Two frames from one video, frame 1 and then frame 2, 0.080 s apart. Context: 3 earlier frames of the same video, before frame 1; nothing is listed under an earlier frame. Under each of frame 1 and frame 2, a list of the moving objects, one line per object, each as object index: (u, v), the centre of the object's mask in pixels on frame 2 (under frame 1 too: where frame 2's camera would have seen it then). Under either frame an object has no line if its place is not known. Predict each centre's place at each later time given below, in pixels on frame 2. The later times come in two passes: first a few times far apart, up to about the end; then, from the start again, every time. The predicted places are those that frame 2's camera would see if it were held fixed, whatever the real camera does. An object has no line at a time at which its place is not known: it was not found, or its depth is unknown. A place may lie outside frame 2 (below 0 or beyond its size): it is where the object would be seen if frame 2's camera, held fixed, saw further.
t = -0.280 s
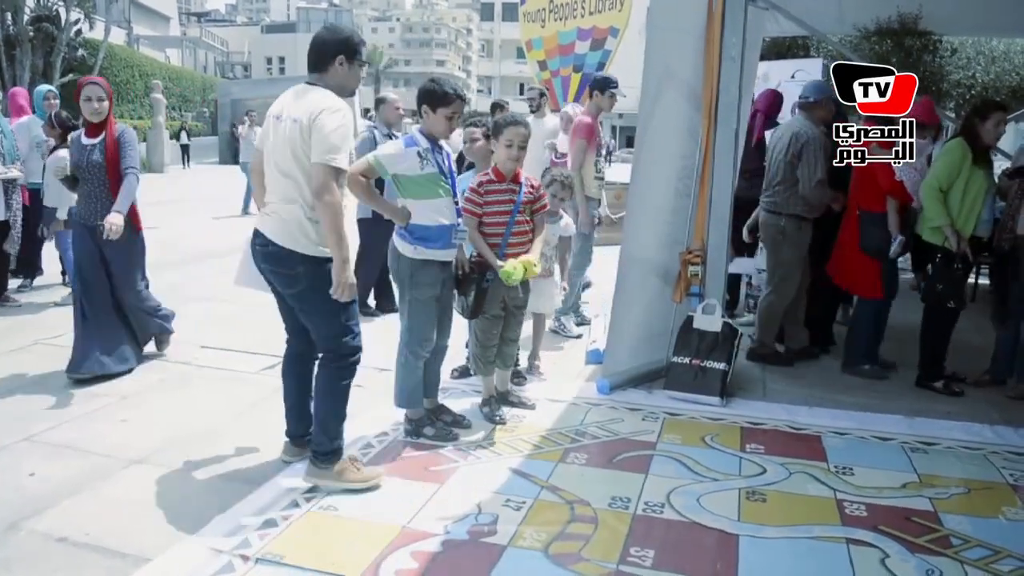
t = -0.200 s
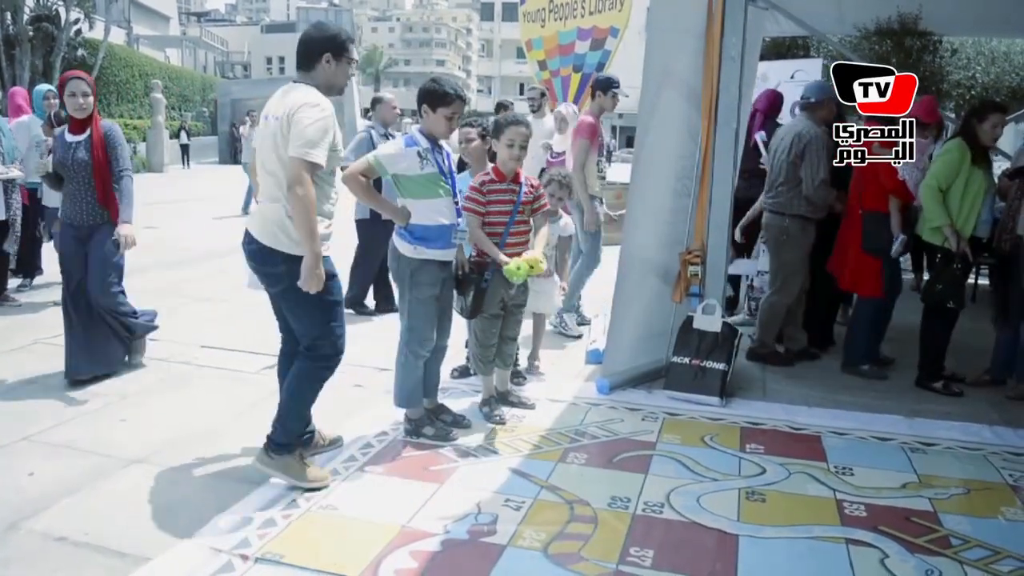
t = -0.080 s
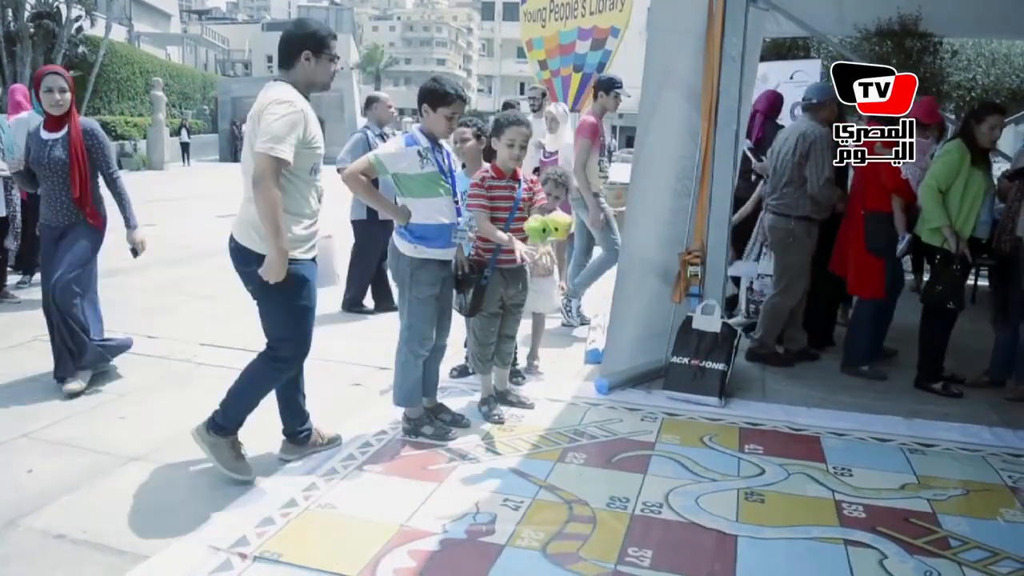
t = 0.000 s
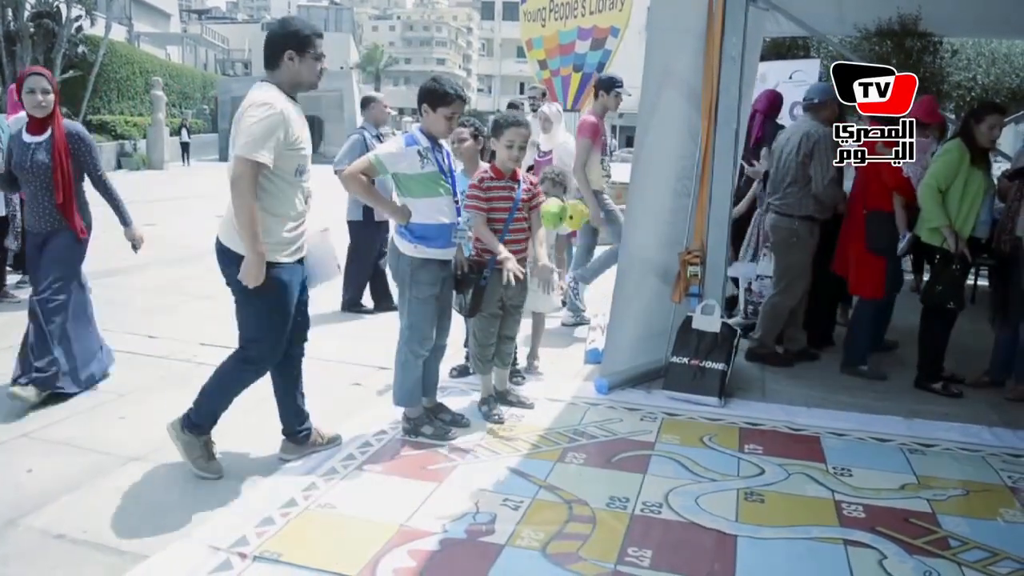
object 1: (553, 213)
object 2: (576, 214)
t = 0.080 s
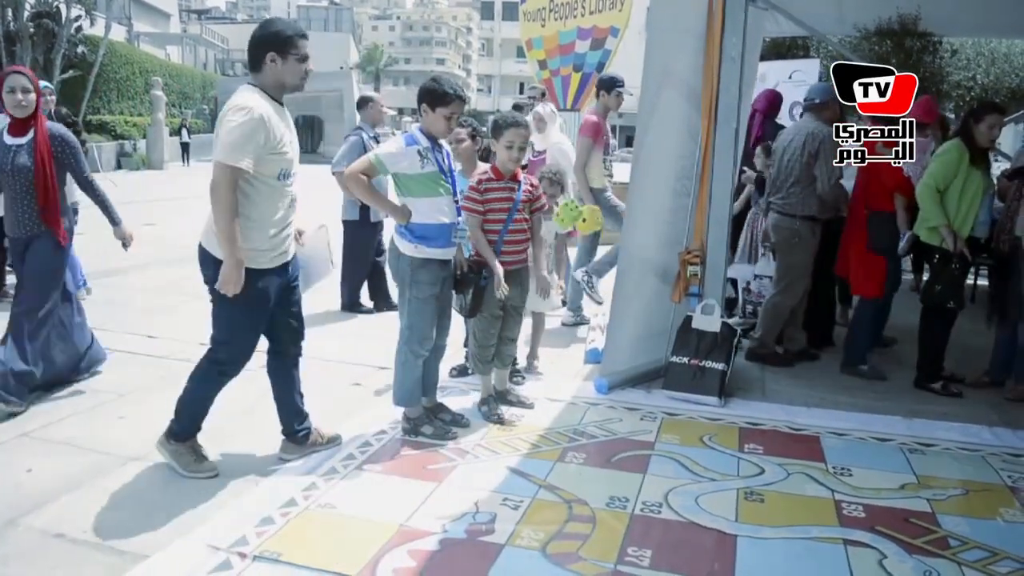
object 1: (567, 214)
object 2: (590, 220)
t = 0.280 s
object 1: (595, 295)
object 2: (618, 302)
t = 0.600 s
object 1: (612, 514)
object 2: (623, 479)
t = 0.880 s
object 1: (609, 549)
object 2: (611, 514)
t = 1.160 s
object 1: (608, 550)
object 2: (604, 513)
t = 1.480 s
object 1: (607, 550)
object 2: (607, 514)
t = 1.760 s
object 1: (607, 550)
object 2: (606, 514)
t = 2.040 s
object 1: (607, 550)
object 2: (607, 514)
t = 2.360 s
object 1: (607, 550)
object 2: (607, 514)
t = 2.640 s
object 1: (607, 551)
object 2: (606, 514)
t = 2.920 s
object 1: (607, 551)
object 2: (606, 514)
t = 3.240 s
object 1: (607, 551)
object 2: (606, 514)
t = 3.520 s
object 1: (607, 551)
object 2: (606, 514)
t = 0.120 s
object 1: (574, 221)
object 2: (596, 229)
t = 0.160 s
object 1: (581, 232)
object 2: (602, 241)
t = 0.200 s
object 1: (585, 248)
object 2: (608, 257)
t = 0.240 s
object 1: (590, 269)
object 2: (613, 279)
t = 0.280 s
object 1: (595, 295)
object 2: (618, 302)
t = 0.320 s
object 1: (599, 323)
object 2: (621, 330)
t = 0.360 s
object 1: (602, 359)
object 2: (623, 361)
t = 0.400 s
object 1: (605, 398)
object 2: (626, 395)
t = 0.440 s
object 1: (606, 442)
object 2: (626, 433)
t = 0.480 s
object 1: (607, 488)
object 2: (624, 474)
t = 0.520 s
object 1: (608, 535)
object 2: (621, 506)
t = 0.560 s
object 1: (610, 522)
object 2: (623, 491)
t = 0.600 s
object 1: (612, 514)
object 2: (623, 479)
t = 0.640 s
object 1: (613, 511)
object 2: (622, 473)
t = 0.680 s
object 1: (613, 510)
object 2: (622, 471)
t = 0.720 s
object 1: (613, 514)
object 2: (620, 472)
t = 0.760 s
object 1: (613, 521)
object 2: (619, 478)
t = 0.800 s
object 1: (611, 531)
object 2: (617, 490)
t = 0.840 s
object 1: (610, 551)
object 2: (615, 503)
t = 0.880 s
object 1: (609, 549)
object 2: (611, 514)
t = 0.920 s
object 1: (608, 546)
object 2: (610, 508)
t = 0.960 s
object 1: (607, 548)
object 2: (608, 505)
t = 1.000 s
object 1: (606, 551)
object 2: (607, 503)
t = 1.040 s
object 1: (607, 550)
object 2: (604, 508)
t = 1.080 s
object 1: (607, 550)
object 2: (602, 513)
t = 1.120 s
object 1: (608, 550)
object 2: (603, 512)
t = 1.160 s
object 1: (608, 550)
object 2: (604, 513)
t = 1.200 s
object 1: (607, 550)
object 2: (607, 514)
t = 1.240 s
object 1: (607, 550)
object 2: (607, 514)
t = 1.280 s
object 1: (607, 550)
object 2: (607, 514)
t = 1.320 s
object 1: (607, 550)
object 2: (607, 514)
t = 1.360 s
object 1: (607, 550)
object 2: (606, 514)
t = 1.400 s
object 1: (607, 550)
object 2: (606, 514)
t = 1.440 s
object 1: (607, 550)
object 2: (607, 514)
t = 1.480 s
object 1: (607, 550)
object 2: (607, 514)
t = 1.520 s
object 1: (607, 550)
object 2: (607, 514)
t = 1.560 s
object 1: (607, 550)
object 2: (606, 514)
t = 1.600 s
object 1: (607, 550)
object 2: (606, 514)
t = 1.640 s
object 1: (607, 550)
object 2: (606, 514)
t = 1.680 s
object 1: (607, 550)
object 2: (606, 514)
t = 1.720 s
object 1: (607, 550)
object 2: (606, 514)
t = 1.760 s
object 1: (607, 550)
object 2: (606, 514)
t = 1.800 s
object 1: (607, 550)
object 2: (606, 514)
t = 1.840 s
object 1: (607, 550)
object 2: (606, 514)
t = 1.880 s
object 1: (607, 551)
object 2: (606, 514)
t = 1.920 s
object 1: (607, 551)
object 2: (606, 514)
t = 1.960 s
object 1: (607, 550)
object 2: (607, 514)
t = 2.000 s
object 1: (607, 550)
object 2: (606, 514)
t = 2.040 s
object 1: (607, 550)
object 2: (607, 514)
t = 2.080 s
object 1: (607, 550)
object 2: (606, 514)
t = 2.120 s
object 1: (607, 551)
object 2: (606, 514)
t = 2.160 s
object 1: (607, 550)
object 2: (606, 514)
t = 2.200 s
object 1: (607, 550)
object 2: (606, 514)
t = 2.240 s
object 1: (607, 551)
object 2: (606, 514)
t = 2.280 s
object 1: (607, 550)
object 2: (606, 514)
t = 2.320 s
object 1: (607, 551)
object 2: (607, 514)
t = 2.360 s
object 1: (607, 550)
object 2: (607, 514)
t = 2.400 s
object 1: (607, 551)
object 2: (607, 514)
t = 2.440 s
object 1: (607, 550)
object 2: (607, 514)
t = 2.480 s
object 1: (607, 550)
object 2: (607, 514)
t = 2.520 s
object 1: (607, 551)
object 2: (607, 514)
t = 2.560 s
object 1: (607, 550)
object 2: (607, 514)
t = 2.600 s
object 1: (607, 550)
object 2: (606, 514)
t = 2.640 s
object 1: (607, 551)
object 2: (606, 514)
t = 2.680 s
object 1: (607, 551)
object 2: (606, 514)
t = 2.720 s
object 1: (607, 551)
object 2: (607, 514)
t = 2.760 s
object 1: (607, 550)
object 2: (606, 514)
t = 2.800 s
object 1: (607, 550)
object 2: (606, 514)
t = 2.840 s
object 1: (607, 551)
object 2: (606, 514)
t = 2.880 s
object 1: (607, 551)
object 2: (606, 514)
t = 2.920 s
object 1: (607, 551)
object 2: (606, 514)
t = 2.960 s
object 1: (607, 551)
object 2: (606, 514)
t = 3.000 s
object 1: (607, 551)
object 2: (606, 514)
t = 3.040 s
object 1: (607, 550)
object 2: (606, 514)
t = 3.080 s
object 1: (607, 551)
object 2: (606, 514)
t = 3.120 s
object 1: (607, 551)
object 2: (606, 514)
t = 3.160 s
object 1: (607, 551)
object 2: (606, 514)
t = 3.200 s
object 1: (607, 551)
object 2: (606, 514)
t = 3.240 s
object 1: (607, 551)
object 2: (606, 514)
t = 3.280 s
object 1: (607, 551)
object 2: (606, 514)
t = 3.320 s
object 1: (607, 550)
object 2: (606, 514)
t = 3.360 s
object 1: (607, 550)
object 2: (606, 514)
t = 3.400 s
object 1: (607, 550)
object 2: (606, 514)
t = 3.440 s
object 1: (607, 551)
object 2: (606, 514)
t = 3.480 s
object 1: (607, 551)
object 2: (606, 514)
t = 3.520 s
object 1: (607, 551)
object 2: (606, 514)
